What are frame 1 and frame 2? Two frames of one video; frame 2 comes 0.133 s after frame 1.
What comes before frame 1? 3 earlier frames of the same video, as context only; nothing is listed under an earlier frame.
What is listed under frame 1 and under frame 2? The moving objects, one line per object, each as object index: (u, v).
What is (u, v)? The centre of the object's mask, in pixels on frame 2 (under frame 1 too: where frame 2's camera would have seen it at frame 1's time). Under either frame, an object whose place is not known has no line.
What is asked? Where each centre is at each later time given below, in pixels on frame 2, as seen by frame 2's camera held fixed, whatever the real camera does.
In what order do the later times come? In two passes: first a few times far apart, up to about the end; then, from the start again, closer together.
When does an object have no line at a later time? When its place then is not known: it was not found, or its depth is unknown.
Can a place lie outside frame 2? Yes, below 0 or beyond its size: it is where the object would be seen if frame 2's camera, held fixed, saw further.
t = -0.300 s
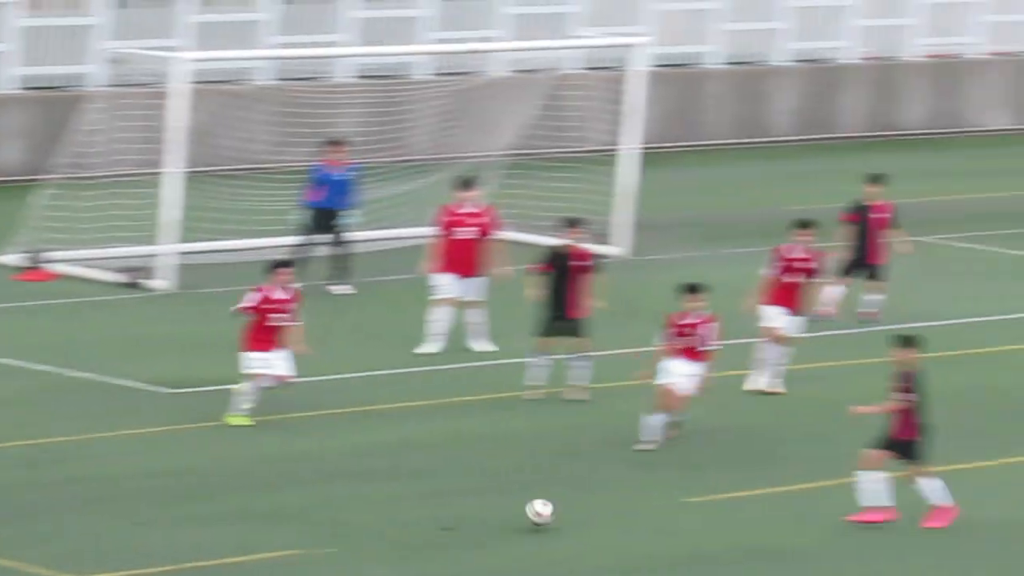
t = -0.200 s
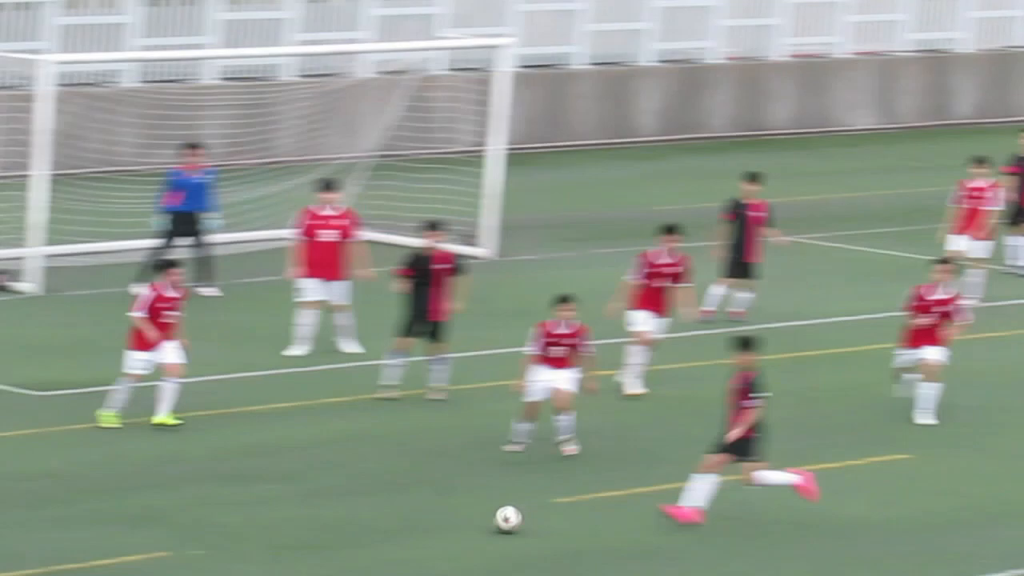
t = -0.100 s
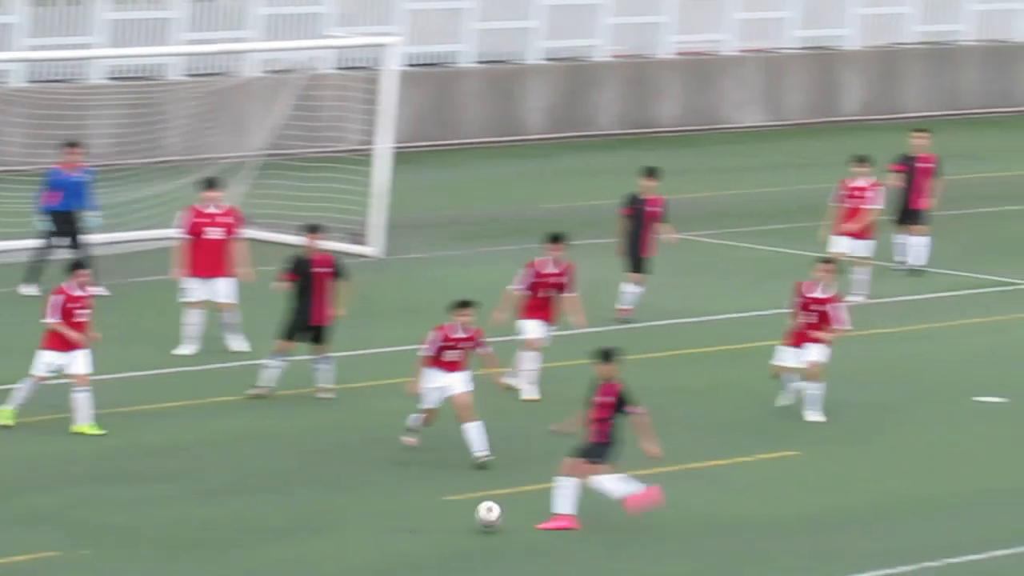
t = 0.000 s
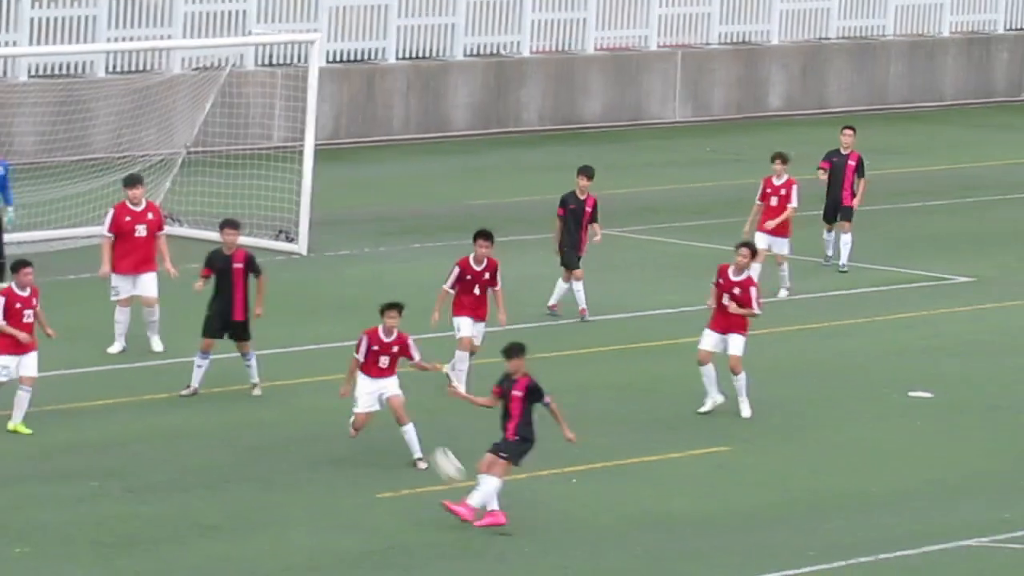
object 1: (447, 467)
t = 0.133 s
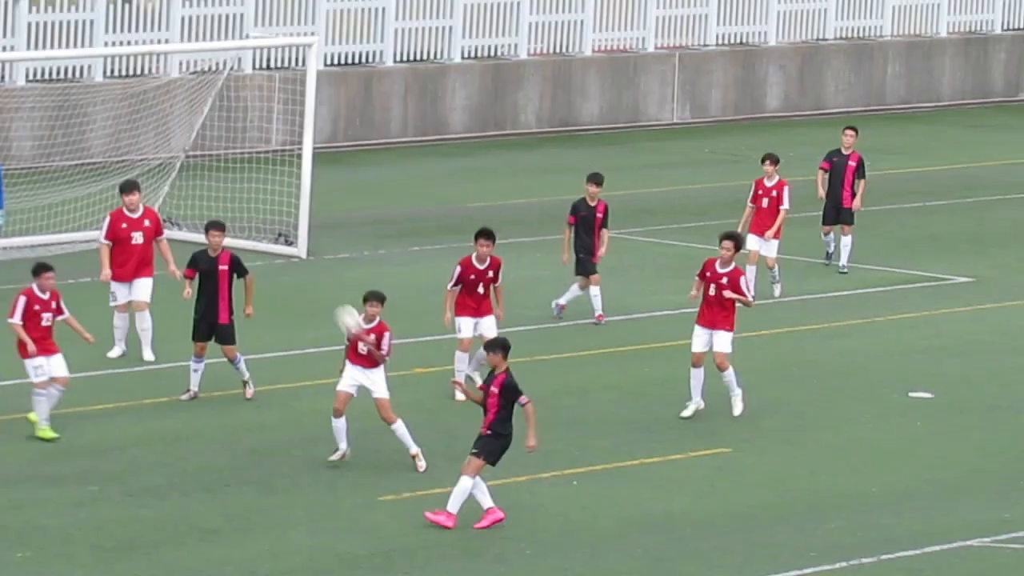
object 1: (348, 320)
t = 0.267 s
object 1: (266, 206)
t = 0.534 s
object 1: (130, 61)
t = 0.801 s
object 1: (28, 7)
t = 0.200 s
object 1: (308, 262)
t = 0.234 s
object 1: (284, 231)
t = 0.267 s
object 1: (266, 206)
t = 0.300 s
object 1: (246, 181)
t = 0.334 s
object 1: (229, 159)
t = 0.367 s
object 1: (210, 138)
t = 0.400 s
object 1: (193, 119)
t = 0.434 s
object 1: (177, 103)
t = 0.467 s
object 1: (161, 86)
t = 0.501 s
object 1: (146, 72)
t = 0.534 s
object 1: (130, 61)
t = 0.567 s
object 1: (117, 50)
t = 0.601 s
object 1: (103, 38)
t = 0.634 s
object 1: (89, 31)
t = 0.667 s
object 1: (76, 23)
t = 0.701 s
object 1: (64, 16)
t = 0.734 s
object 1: (52, 13)
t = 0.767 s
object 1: (39, 10)
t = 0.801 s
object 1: (28, 7)
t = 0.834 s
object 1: (16, 6)
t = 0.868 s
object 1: (6, 7)
